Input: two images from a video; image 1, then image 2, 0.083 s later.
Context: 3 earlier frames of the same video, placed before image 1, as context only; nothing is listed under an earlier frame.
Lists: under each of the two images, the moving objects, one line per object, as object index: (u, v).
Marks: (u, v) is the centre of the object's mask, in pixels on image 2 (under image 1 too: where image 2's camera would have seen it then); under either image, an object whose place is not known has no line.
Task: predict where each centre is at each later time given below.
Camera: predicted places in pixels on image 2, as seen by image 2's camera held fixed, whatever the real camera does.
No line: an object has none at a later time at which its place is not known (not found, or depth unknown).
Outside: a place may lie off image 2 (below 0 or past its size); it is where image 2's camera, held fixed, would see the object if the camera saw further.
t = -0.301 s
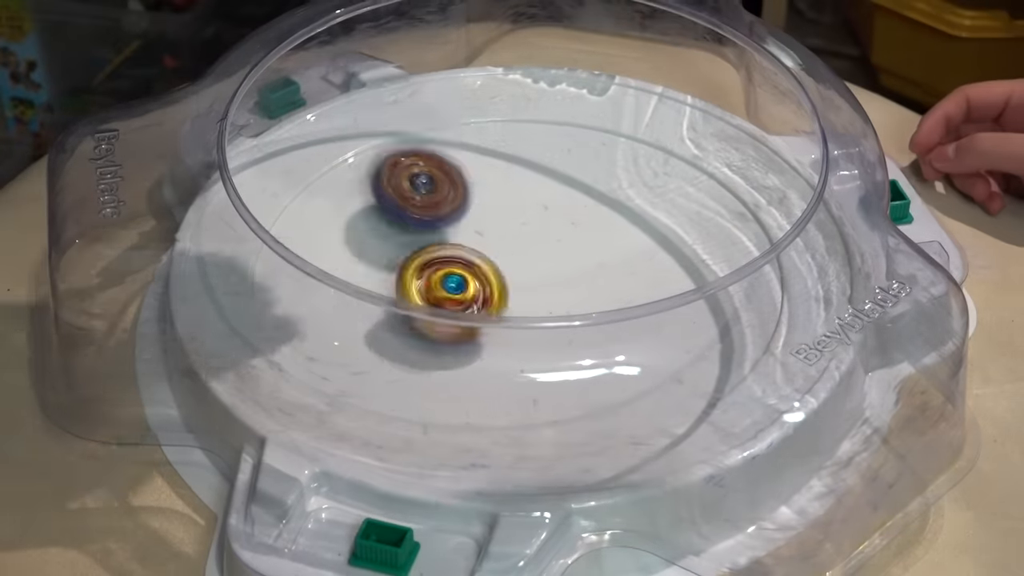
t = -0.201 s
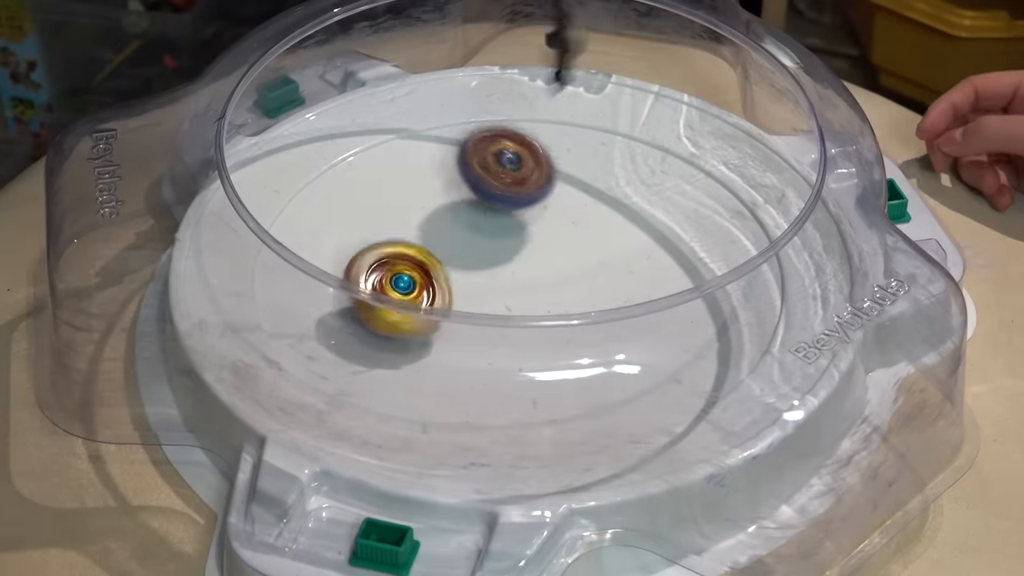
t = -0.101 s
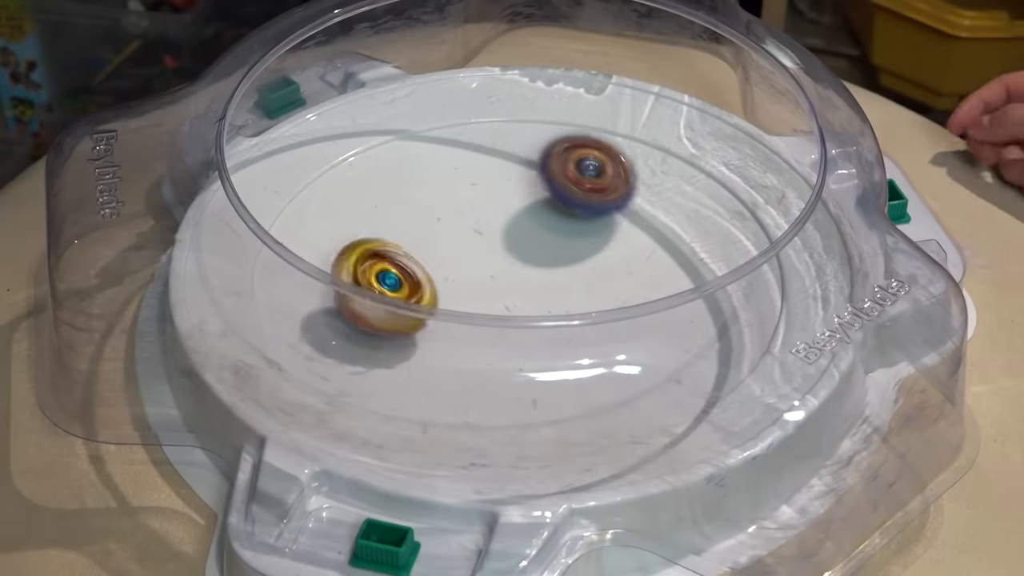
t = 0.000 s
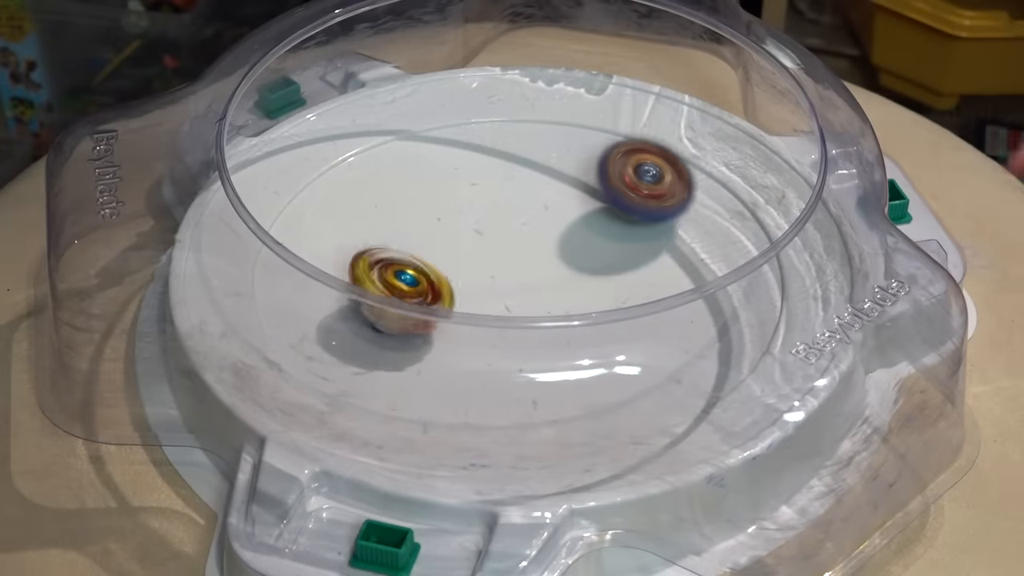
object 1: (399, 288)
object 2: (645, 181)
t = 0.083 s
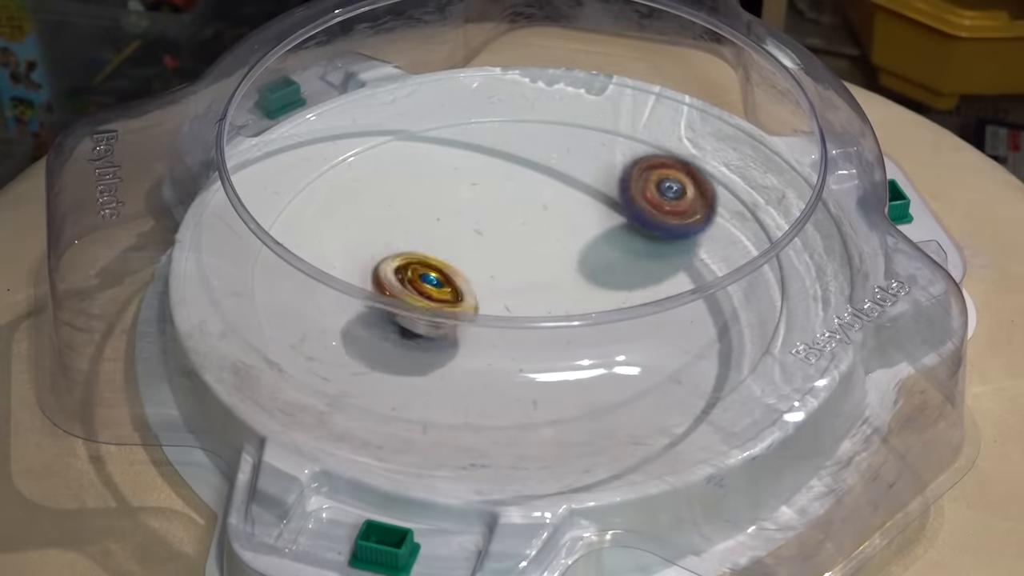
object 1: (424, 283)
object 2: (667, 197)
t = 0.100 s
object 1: (431, 285)
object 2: (669, 201)
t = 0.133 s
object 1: (445, 289)
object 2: (668, 210)
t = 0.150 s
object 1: (450, 291)
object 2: (666, 215)
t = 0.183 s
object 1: (463, 291)
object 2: (659, 224)
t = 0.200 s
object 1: (469, 292)
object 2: (654, 228)
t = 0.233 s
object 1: (486, 294)
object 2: (643, 240)
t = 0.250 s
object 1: (495, 295)
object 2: (636, 244)
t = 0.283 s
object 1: (506, 295)
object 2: (620, 254)
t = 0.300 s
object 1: (512, 295)
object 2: (611, 257)
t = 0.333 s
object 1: (496, 306)
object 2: (623, 256)
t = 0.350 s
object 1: (491, 308)
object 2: (630, 251)
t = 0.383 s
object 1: (474, 313)
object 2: (643, 244)
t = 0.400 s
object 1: (467, 313)
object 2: (650, 243)
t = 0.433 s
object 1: (456, 311)
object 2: (658, 228)
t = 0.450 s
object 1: (455, 308)
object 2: (661, 227)
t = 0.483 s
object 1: (456, 303)
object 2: (663, 215)
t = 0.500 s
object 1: (459, 301)
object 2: (663, 206)
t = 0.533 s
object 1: (461, 287)
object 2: (660, 199)
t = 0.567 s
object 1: (467, 281)
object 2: (654, 199)
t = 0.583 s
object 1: (472, 279)
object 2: (651, 192)
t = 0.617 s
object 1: (478, 274)
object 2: (642, 190)
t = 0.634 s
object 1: (479, 271)
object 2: (636, 185)
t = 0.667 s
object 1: (485, 259)
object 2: (624, 180)
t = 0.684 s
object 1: (490, 254)
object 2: (617, 181)
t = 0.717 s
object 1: (495, 245)
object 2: (600, 172)
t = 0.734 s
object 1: (497, 241)
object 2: (592, 175)
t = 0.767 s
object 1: (498, 231)
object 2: (577, 174)
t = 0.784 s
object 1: (496, 227)
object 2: (572, 170)
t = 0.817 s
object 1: (489, 225)
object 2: (572, 166)
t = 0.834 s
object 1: (488, 225)
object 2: (572, 164)
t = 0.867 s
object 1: (482, 224)
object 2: (575, 161)
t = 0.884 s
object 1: (480, 221)
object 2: (576, 160)
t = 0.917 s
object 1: (479, 219)
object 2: (579, 161)
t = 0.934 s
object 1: (477, 221)
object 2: (581, 162)
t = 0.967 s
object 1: (475, 221)
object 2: (584, 165)
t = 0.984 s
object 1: (474, 221)
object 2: (587, 168)
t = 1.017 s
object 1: (473, 220)
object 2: (591, 173)
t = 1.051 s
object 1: (471, 221)
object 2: (596, 180)
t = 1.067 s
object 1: (471, 223)
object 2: (598, 184)
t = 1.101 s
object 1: (467, 224)
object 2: (604, 193)
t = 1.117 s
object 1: (467, 224)
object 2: (606, 198)
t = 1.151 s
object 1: (466, 228)
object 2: (612, 208)
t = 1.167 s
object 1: (464, 230)
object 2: (613, 212)
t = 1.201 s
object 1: (462, 232)
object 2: (618, 225)
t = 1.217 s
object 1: (461, 235)
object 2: (619, 229)
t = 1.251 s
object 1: (462, 240)
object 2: (621, 237)
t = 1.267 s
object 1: (464, 244)
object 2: (621, 240)
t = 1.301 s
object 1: (463, 249)
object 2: (621, 257)
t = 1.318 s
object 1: (463, 252)
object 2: (619, 257)
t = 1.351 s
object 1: (468, 258)
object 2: (616, 267)
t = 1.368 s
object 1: (469, 261)
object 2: (613, 271)
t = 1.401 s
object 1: (471, 267)
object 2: (609, 272)
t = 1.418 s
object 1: (473, 269)
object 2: (607, 277)
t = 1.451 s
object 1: (480, 275)
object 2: (600, 283)
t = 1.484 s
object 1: (484, 279)
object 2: (596, 296)
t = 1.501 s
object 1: (483, 280)
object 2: (598, 296)
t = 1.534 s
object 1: (485, 281)
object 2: (601, 305)
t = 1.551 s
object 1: (489, 284)
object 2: (603, 308)
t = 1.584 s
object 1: (489, 285)
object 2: (607, 309)
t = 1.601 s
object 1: (490, 286)
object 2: (607, 312)
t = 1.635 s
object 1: (497, 287)
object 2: (611, 310)
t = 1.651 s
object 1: (500, 288)
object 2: (611, 309)
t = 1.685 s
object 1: (502, 290)
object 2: (614, 311)
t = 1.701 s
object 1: (504, 289)
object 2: (616, 305)
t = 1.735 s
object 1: (490, 282)
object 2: (644, 305)
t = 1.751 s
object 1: (481, 279)
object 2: (660, 317)
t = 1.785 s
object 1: (464, 272)
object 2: (686, 305)
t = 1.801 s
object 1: (458, 268)
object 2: (698, 303)
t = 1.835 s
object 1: (454, 261)
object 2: (720, 301)
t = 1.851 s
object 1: (455, 258)
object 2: (728, 299)
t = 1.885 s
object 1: (453, 251)
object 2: (742, 288)
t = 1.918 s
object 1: (455, 244)
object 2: (752, 278)
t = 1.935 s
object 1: (458, 241)
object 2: (757, 274)
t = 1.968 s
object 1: (463, 237)
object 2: (762, 267)
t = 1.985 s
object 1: (463, 234)
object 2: (759, 254)
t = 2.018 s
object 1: (469, 228)
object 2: (754, 240)
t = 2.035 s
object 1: (473, 227)
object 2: (745, 232)
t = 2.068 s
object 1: (479, 225)
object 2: (741, 226)
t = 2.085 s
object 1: (482, 223)
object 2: (737, 223)
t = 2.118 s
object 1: (489, 219)
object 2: (722, 217)
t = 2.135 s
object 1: (494, 218)
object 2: (713, 215)
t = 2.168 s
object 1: (502, 219)
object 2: (691, 214)
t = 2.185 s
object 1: (503, 218)
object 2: (680, 216)
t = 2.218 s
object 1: (511, 218)
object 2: (652, 222)
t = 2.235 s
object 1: (516, 218)
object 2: (637, 225)
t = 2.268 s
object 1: (499, 206)
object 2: (631, 246)
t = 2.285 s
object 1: (480, 194)
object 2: (638, 262)
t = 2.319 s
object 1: (448, 173)
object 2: (654, 293)
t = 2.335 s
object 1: (434, 162)
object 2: (662, 313)
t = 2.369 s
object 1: (410, 147)
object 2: (680, 340)
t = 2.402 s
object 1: (392, 137)
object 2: (690, 354)
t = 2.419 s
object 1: (383, 134)
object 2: (694, 361)
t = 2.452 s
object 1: (375, 132)
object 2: (692, 371)
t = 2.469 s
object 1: (374, 130)
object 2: (691, 382)
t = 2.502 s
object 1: (373, 131)
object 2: (686, 392)
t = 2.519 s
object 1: (374, 135)
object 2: (684, 398)
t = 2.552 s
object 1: (380, 141)
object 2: (677, 405)
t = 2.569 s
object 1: (383, 143)
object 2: (674, 408)
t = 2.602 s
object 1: (392, 153)
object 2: (666, 412)
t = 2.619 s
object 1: (398, 160)
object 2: (662, 413)
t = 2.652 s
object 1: (409, 172)
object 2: (655, 414)
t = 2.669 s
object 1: (413, 178)
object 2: (650, 414)
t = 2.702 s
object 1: (426, 192)
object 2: (642, 413)
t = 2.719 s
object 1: (434, 201)
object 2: (638, 411)
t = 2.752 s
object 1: (447, 217)
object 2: (630, 404)
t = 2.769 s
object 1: (452, 223)
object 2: (626, 401)
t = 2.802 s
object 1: (466, 239)
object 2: (617, 393)
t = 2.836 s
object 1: (479, 253)
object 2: (608, 389)
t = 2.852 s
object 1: (487, 262)
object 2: (603, 386)
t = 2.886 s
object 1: (499, 274)
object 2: (592, 376)
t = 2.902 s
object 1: (502, 278)
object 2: (588, 369)
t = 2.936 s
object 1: (510, 286)
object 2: (577, 356)
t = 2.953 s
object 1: (512, 287)
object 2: (572, 347)
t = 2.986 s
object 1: (512, 287)
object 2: (583, 354)
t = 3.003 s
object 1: (510, 286)
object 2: (586, 353)
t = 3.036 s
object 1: (511, 283)
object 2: (591, 352)
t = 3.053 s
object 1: (511, 284)
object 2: (595, 344)
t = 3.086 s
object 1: (513, 283)
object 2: (603, 334)
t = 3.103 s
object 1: (515, 283)
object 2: (604, 333)
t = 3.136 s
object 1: (519, 282)
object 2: (603, 331)
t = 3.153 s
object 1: (518, 280)
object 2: (606, 332)
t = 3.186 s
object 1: (516, 276)
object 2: (612, 342)
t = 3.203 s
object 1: (515, 273)
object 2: (612, 343)
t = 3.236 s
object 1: (516, 269)
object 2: (608, 344)
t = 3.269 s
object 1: (519, 267)
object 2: (601, 345)
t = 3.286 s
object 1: (522, 267)
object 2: (596, 346)
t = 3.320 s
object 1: (529, 265)
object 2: (582, 357)
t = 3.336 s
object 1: (534, 263)
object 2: (575, 359)
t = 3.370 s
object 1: (544, 261)
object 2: (560, 361)
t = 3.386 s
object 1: (550, 260)
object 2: (551, 363)
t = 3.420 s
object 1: (561, 258)
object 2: (534, 364)
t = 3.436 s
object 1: (566, 256)
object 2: (524, 366)
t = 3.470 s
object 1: (575, 254)
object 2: (507, 366)
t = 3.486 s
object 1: (579, 253)
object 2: (499, 367)
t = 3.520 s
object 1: (587, 250)
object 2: (484, 366)
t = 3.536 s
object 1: (591, 248)
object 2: (477, 365)
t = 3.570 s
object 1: (597, 246)
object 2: (464, 363)
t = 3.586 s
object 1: (599, 244)
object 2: (457, 362)
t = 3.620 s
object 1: (604, 242)
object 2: (448, 359)
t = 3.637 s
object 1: (606, 241)
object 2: (444, 358)
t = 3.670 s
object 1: (609, 239)
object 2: (438, 353)
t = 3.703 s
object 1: (611, 237)
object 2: (434, 351)
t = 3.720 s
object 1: (611, 236)
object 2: (433, 350)
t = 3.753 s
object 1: (610, 233)
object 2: (433, 348)
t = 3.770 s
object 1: (611, 232)
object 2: (434, 347)
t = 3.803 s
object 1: (609, 230)
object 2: (435, 347)
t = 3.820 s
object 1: (607, 229)
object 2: (437, 346)
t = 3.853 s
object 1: (604, 227)
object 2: (441, 345)
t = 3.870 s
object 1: (602, 226)
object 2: (445, 337)
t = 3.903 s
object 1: (598, 225)
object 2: (447, 332)
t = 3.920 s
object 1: (595, 224)
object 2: (448, 329)
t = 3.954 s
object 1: (591, 224)
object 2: (448, 324)
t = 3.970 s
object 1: (587, 225)
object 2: (450, 324)
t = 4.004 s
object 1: (581, 227)
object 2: (450, 310)
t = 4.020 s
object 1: (577, 227)
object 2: (449, 312)
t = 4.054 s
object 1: (568, 229)
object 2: (450, 307)
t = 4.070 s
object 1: (561, 230)
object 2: (446, 306)
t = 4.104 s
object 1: (550, 231)
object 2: (447, 298)
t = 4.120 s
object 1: (545, 232)
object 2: (445, 295)
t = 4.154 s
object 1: (534, 234)
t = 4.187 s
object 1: (522, 235)
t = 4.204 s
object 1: (516, 235)
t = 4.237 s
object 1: (532, 225)
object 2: (399, 289)
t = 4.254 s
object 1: (544, 218)
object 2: (381, 292)
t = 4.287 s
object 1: (565, 207)
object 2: (345, 296)
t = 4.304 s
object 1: (572, 203)
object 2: (331, 299)
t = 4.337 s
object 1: (586, 199)
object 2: (309, 303)
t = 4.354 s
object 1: (593, 197)
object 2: (297, 311)
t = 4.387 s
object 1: (602, 197)
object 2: (291, 318)
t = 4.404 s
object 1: (605, 197)
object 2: (304, 324)
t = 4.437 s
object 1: (610, 199)
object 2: (334, 333)
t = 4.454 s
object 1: (613, 201)
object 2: (350, 336)
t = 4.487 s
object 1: (615, 206)
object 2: (382, 343)
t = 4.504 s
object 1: (614, 208)
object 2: (400, 341)
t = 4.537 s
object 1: (613, 214)
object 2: (432, 350)
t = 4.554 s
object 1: (612, 217)
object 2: (449, 350)
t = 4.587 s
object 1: (609, 222)
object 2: (479, 351)
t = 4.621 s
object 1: (604, 228)
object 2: (506, 335)
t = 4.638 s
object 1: (603, 230)
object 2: (518, 329)
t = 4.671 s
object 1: (598, 235)
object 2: (537, 311)
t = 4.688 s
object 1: (595, 238)
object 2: (543, 305)
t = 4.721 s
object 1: (610, 224)
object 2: (531, 304)
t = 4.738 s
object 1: (626, 208)
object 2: (511, 315)
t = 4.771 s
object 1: (654, 181)
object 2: (472, 331)
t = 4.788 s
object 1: (663, 168)
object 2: (452, 337)
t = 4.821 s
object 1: (680, 149)
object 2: (419, 346)
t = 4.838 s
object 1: (688, 141)
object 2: (408, 343)
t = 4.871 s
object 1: (690, 133)
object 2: (386, 349)
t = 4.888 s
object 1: (689, 133)
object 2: (377, 352)
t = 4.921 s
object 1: (684, 140)
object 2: (366, 358)
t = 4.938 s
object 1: (680, 142)
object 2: (364, 361)
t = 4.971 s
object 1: (669, 152)
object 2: (364, 367)
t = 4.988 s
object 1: (662, 159)
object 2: (365, 370)
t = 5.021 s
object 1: (648, 172)
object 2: (376, 376)
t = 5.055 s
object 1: (632, 186)
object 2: (395, 378)
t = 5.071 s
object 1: (623, 193)
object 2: (404, 379)
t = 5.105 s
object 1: (605, 209)
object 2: (424, 378)
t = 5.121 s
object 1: (594, 217)
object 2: (436, 374)
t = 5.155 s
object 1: (574, 232)
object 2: (457, 369)
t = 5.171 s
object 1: (564, 237)
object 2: (468, 361)
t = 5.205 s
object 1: (544, 249)
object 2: (482, 355)
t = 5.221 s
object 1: (533, 258)
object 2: (491, 351)
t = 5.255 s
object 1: (518, 258)
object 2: (500, 318)
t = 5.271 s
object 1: (517, 254)
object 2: (498, 314)
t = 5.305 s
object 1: (514, 242)
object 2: (494, 316)
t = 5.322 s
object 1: (513, 236)
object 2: (489, 328)
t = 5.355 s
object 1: (510, 221)
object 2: (482, 356)
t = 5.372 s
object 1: (509, 214)
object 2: (479, 359)
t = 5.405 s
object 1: (506, 204)
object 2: (477, 367)
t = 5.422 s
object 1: (504, 201)
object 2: (479, 371)
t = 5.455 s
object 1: (503, 196)
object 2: (482, 379)
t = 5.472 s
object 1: (503, 196)
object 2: (486, 382)
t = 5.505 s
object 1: (502, 199)
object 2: (498, 388)
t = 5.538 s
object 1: (502, 205)
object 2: (515, 391)
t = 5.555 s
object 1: (502, 208)
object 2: (524, 391)
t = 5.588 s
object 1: (504, 216)
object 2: (544, 388)
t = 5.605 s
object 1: (507, 222)
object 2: (554, 385)
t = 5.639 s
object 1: (510, 232)
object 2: (573, 375)
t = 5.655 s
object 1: (511, 236)
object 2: (579, 369)
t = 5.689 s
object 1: (515, 247)
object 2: (587, 358)
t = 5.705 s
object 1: (518, 253)
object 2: (593, 352)
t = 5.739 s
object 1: (523, 262)
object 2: (594, 324)
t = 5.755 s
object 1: (521, 264)
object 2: (592, 320)
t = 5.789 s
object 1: (508, 255)
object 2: (609, 318)
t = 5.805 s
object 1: (501, 250)
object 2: (615, 317)
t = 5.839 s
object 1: (491, 243)
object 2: (623, 312)
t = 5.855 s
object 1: (488, 241)
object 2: (624, 309)
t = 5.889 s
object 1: (483, 237)
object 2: (625, 301)
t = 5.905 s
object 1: (481, 235)
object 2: (622, 294)
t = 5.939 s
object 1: (483, 234)
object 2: (614, 282)
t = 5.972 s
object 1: (490, 234)
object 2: (601, 276)
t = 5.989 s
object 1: (495, 235)
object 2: (594, 271)
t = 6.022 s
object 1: (476, 211)
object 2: (606, 280)
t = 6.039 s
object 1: (460, 196)
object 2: (616, 283)
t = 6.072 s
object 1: (434, 169)
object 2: (641, 304)
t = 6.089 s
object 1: (423, 156)
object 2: (650, 316)
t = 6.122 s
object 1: (403, 134)
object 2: (666, 322)
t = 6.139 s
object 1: (396, 126)
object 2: (674, 326)
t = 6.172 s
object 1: (387, 112)
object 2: (688, 333)
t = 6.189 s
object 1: (385, 108)
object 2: (693, 331)
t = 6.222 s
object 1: (391, 109)
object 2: (703, 329)
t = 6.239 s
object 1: (395, 116)
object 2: (706, 329)
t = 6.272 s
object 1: (403, 122)
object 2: (714, 327)
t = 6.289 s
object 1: (408, 127)
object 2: (716, 326)
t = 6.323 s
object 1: (419, 140)
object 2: (716, 322)
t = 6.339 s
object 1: (424, 147)
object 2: (715, 321)
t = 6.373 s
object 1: (435, 163)
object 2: (702, 312)
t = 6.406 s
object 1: (447, 181)
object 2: (684, 304)
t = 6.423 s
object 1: (453, 190)
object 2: (669, 297)
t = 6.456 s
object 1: (465, 208)
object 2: (649, 293)
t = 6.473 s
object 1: (470, 216)
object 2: (633, 292)
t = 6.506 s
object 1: (481, 234)
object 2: (608, 283)
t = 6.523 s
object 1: (486, 243)
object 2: (594, 285)
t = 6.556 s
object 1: (487, 257)
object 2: (570, 284)
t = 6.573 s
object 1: (482, 260)
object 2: (573, 284)
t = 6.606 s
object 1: (467, 262)
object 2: (584, 304)
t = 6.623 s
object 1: (459, 263)
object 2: (587, 308)
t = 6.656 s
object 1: (449, 266)
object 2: (593, 315)
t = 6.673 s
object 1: (446, 268)
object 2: (603, 326)
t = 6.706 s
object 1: (446, 273)
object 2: (611, 331)
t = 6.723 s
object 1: (448, 276)
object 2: (616, 334)
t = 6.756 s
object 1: (455, 282)
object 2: (628, 343)
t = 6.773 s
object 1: (458, 285)
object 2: (633, 343)
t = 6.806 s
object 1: (466, 292)
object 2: (643, 343)
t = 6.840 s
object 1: (473, 295)
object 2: (649, 344)
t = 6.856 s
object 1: (479, 311)
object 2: (651, 343)
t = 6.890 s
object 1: (491, 316)
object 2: (653, 344)
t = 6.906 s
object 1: (499, 316)
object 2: (655, 340)
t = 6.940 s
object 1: (514, 329)
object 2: (652, 337)
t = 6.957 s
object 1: (520, 331)
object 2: (643, 326)
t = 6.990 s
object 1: (509, 330)
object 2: (656, 317)
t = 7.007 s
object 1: (500, 331)
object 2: (664, 312)
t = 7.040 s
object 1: (492, 328)
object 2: (672, 296)
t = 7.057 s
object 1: (491, 328)
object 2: (669, 293)
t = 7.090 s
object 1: (484, 328)
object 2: (662, 274)
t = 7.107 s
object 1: (485, 316)
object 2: (660, 271)
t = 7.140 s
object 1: (489, 316)
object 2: (650, 265)
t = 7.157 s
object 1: (494, 314)
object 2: (642, 262)
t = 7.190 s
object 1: (497, 309)
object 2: (625, 255)
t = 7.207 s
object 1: (500, 306)
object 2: (613, 252)
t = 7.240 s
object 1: (510, 293)
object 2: (589, 247)
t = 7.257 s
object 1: (513, 294)
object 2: (580, 245)
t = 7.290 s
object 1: (497, 303)
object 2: (575, 227)
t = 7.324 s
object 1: (489, 300)
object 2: (568, 213)
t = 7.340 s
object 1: (487, 292)
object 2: (564, 207)
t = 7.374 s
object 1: (481, 299)
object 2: (555, 198)
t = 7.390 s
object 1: (478, 290)
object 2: (550, 194)
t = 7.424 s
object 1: (477, 287)
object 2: (540, 186)
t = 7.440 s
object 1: (479, 286)
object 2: (534, 184)
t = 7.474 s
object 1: (477, 284)
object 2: (523, 178)
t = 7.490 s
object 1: (477, 281)
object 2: (517, 176)
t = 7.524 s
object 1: (479, 277)
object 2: (505, 173)
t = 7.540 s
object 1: (480, 276)
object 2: (499, 172)
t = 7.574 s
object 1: (479, 272)
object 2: (485, 172)
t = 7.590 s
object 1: (478, 269)
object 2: (479, 173)
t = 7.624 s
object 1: (483, 264)
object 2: (465, 177)
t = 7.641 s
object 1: (484, 263)
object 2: (460, 180)
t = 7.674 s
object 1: (484, 261)
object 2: (447, 186)
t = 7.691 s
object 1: (489, 266)
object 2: (443, 181)
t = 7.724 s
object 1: (497, 277)
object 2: (432, 174)
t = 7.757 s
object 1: (501, 283)
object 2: (421, 171)
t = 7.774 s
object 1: (503, 285)
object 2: (418, 169)
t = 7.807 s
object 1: (508, 289)
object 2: (413, 168)
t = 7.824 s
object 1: (509, 291)
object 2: (409, 168)
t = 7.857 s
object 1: (506, 292)
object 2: (404, 169)
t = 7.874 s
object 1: (507, 292)
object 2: (403, 172)
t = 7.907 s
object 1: (508, 294)
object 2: (403, 177)
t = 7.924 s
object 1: (506, 294)
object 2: (405, 182)
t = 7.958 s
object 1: (506, 294)
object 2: (411, 191)
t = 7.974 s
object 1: (506, 302)
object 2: (416, 197)
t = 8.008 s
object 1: (505, 302)
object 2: (427, 209)
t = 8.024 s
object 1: (504, 294)
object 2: (435, 215)
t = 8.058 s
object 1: (507, 293)
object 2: (450, 224)
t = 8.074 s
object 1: (509, 294)
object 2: (459, 230)
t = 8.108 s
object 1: (510, 306)
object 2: (476, 229)
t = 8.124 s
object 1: (517, 312)
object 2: (480, 225)
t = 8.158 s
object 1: (529, 330)
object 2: (490, 217)
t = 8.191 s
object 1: (533, 334)
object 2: (502, 210)
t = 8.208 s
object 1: (534, 335)
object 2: (506, 206)
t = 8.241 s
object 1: (542, 339)
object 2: (517, 200)
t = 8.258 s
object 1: (542, 341)
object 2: (522, 197)
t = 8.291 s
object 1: (541, 339)
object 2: (533, 193)
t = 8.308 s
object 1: (544, 339)
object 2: (536, 191)
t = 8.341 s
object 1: (542, 339)
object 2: (546, 188)
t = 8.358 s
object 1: (540, 337)
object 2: (550, 187)
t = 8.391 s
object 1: (544, 332)
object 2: (558, 186)
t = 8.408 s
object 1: (542, 333)
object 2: (562, 185)
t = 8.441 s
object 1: (540, 317)
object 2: (570, 185)
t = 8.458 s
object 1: (541, 329)
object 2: (574, 184)
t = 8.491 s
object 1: (543, 317)
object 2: (580, 186)
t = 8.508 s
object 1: (542, 314)
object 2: (583, 188)
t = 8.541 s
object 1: (547, 306)
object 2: (588, 191)
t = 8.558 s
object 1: (548, 303)
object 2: (591, 194)
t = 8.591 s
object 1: (547, 290)
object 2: (593, 200)
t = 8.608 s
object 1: (550, 286)
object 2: (596, 204)
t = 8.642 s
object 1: (549, 283)
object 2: (598, 212)
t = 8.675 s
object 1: (547, 280)
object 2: (605, 215)
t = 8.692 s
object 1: (546, 281)
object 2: (607, 214)
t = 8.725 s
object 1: (539, 280)
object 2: (612, 211)
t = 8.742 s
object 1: (538, 279)
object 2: (613, 210)
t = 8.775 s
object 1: (534, 279)
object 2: (617, 207)
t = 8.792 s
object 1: (531, 277)
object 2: (618, 206)
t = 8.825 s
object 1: (528, 274)
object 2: (617, 205)
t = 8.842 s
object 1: (526, 273)
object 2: (617, 205)
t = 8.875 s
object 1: (521, 267)
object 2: (612, 208)
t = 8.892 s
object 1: (520, 267)
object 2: (610, 210)
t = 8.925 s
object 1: (512, 262)
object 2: (603, 214)
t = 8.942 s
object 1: (510, 260)
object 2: (601, 217)
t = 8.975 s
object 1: (489, 264)
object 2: (606, 217)
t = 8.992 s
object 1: (479, 264)
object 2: (611, 217)
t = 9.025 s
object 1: (464, 267)
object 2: (615, 216)
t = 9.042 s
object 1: (455, 267)
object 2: (620, 216)
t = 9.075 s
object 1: (448, 266)
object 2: (623, 215)
